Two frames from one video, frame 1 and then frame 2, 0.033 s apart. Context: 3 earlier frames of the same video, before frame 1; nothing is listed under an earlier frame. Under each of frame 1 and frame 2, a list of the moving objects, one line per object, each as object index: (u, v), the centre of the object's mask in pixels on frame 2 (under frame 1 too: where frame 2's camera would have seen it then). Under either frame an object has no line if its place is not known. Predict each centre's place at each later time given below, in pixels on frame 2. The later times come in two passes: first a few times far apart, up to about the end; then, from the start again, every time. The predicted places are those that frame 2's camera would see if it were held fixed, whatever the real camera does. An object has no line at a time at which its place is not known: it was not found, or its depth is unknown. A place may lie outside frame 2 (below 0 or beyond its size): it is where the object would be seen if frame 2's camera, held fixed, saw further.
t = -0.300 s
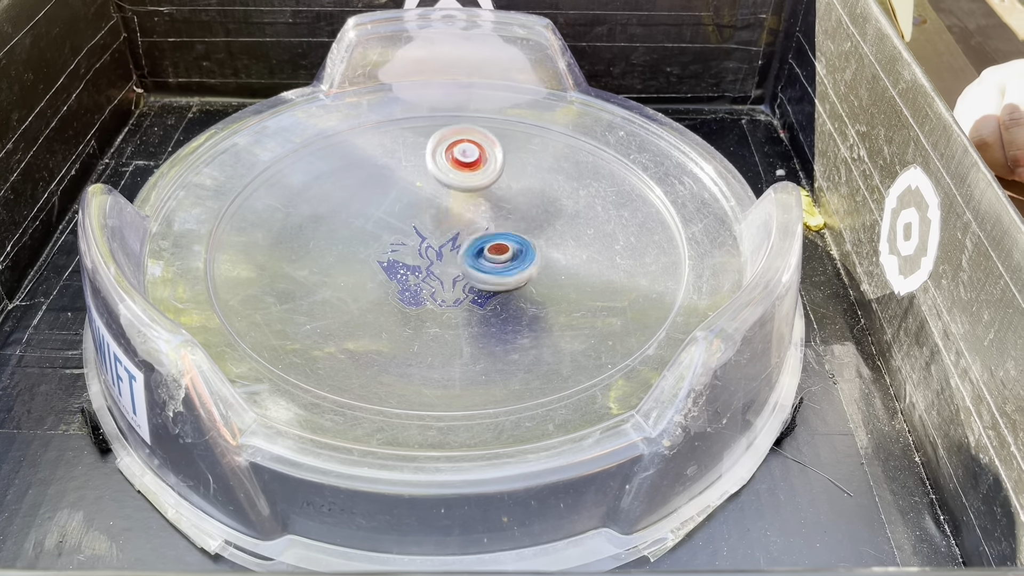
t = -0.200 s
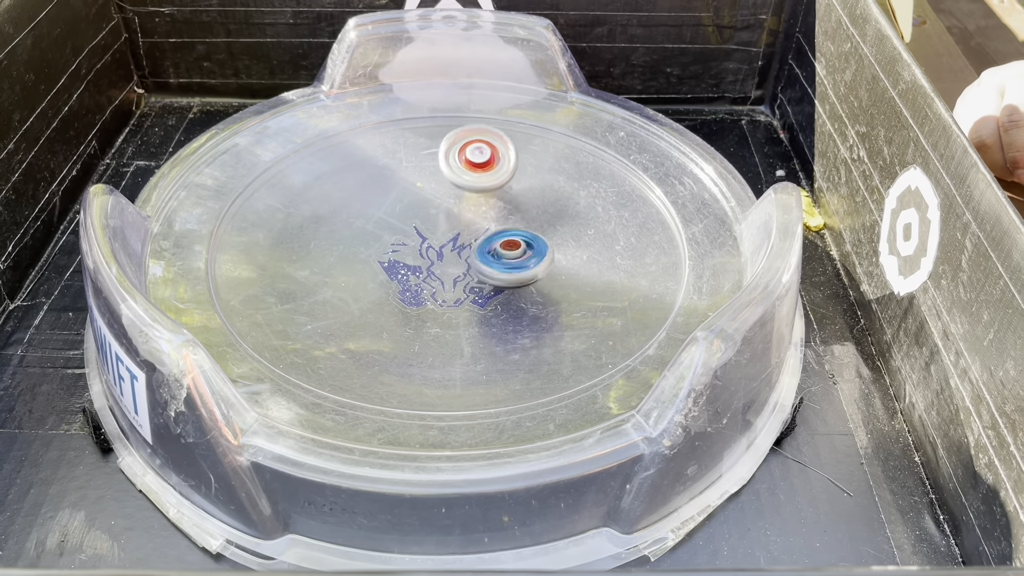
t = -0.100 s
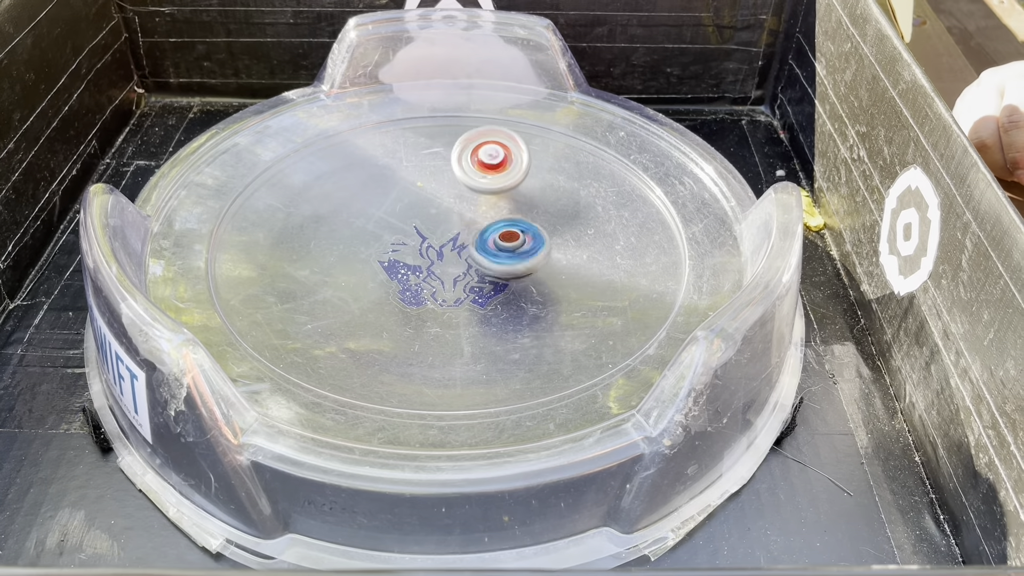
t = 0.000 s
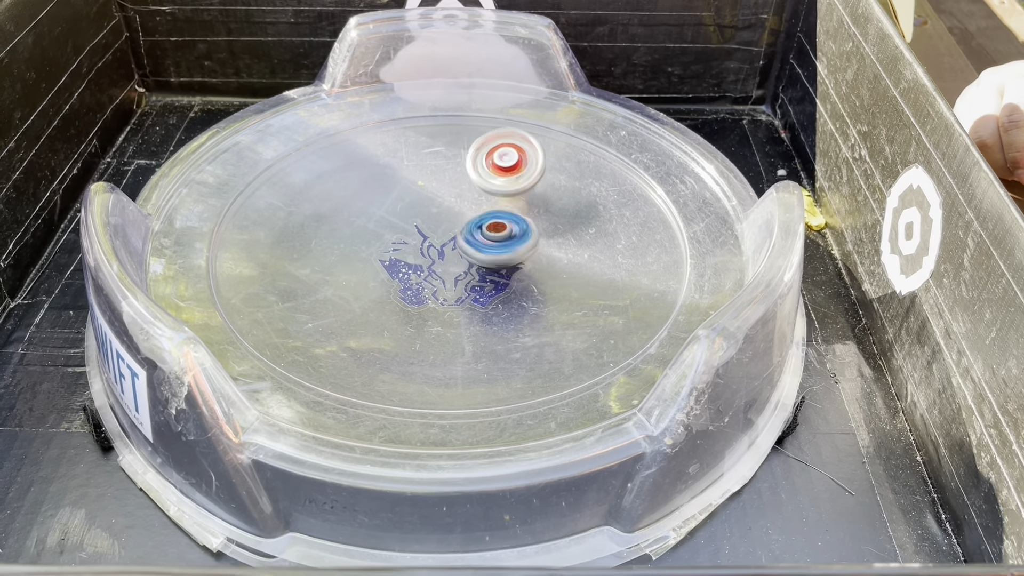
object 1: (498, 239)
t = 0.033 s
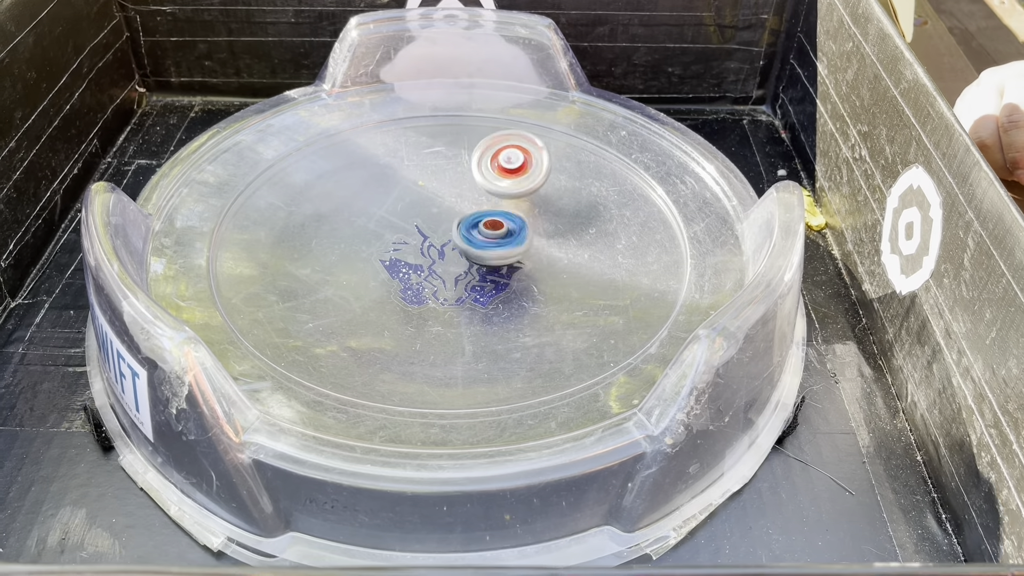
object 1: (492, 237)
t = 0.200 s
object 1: (467, 232)
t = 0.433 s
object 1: (449, 239)
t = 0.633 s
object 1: (477, 240)
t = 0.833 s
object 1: (500, 227)
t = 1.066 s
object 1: (491, 216)
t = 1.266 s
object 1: (485, 232)
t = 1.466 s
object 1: (493, 236)
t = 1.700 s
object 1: (483, 221)
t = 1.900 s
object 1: (470, 229)
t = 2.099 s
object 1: (487, 237)
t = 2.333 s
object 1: (502, 232)
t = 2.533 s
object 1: (492, 227)
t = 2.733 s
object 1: (481, 236)
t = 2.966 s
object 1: (488, 243)
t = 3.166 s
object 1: (489, 238)
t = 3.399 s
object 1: (481, 236)
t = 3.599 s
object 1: (479, 237)
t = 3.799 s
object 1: (480, 235)
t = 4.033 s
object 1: (482, 232)
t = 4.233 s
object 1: (480, 232)
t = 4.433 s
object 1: (483, 233)
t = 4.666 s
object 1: (486, 233)
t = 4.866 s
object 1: (486, 233)
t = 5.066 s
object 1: (485, 233)
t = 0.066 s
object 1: (488, 235)
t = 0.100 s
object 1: (482, 234)
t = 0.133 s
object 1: (476, 233)
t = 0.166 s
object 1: (473, 232)
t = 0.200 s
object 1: (467, 232)
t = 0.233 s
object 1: (461, 231)
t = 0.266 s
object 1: (456, 231)
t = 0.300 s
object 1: (453, 233)
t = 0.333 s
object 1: (449, 234)
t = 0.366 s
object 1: (448, 236)
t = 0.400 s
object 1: (448, 237)
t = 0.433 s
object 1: (449, 239)
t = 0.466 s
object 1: (451, 240)
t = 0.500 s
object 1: (455, 242)
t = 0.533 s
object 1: (461, 243)
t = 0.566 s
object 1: (466, 242)
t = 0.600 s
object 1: (470, 241)
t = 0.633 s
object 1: (477, 240)
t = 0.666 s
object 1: (481, 238)
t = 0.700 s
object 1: (486, 236)
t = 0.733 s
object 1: (490, 234)
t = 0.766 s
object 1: (493, 232)
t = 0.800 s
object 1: (498, 229)
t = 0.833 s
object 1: (500, 227)
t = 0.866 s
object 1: (500, 224)
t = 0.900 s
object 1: (501, 220)
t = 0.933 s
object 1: (501, 218)
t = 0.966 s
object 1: (499, 217)
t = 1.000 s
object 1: (496, 215)
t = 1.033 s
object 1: (494, 215)
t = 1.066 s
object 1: (491, 216)
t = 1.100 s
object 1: (489, 218)
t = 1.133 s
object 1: (486, 220)
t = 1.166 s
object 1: (484, 222)
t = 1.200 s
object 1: (485, 226)
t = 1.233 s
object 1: (484, 229)
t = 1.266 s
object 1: (485, 232)
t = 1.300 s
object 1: (486, 236)
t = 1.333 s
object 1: (487, 238)
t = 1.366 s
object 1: (488, 239)
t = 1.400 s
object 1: (492, 239)
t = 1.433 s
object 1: (492, 238)
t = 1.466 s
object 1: (493, 236)
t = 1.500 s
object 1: (494, 233)
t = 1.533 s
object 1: (493, 231)
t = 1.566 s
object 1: (493, 229)
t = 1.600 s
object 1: (491, 226)
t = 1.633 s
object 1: (489, 224)
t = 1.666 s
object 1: (486, 222)
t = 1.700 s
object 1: (483, 221)
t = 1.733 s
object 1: (480, 221)
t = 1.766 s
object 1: (476, 222)
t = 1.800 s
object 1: (473, 223)
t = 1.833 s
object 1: (471, 226)
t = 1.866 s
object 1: (470, 227)
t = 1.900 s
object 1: (470, 229)
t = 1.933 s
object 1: (472, 231)
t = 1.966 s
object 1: (474, 233)
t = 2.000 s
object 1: (476, 235)
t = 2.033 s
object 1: (479, 236)
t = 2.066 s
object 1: (483, 237)
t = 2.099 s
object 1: (487, 237)
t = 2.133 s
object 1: (490, 237)
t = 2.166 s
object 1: (494, 237)
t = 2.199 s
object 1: (497, 236)
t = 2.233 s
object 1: (499, 235)
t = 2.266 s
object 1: (500, 234)
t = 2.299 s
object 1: (502, 233)
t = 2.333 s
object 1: (502, 232)
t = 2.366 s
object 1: (502, 230)
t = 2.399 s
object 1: (502, 229)
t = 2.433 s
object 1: (500, 228)
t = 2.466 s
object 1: (498, 227)
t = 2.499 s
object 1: (496, 227)
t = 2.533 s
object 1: (492, 227)
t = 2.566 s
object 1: (489, 228)
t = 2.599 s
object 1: (487, 229)
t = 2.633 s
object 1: (484, 231)
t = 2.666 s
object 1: (482, 233)
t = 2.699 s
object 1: (481, 234)
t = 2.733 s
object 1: (481, 236)
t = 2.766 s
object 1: (480, 238)
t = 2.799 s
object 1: (480, 240)
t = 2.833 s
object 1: (482, 242)
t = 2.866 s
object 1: (484, 243)
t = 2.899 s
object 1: (485, 243)
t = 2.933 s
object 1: (487, 243)
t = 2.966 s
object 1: (488, 243)
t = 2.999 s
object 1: (490, 242)
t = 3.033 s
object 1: (491, 241)
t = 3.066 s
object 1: (492, 241)
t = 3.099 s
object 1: (491, 240)
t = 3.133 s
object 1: (491, 239)
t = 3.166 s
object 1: (489, 238)
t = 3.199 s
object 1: (488, 237)
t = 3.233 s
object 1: (486, 237)
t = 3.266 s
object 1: (485, 236)
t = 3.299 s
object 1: (484, 236)
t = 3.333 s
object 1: (483, 236)
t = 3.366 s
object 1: (482, 236)
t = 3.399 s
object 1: (481, 236)
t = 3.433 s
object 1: (479, 236)
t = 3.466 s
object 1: (479, 236)
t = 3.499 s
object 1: (479, 236)
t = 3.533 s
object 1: (479, 236)
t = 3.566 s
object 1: (479, 236)
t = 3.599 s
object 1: (479, 237)
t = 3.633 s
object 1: (478, 236)
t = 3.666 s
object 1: (478, 236)
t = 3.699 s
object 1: (479, 236)
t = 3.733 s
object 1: (480, 236)
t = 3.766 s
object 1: (480, 235)
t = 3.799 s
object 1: (480, 235)
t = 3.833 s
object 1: (480, 235)
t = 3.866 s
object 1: (481, 235)
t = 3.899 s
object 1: (482, 234)
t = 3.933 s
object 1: (481, 233)
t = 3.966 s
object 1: (481, 232)
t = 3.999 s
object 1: (482, 233)
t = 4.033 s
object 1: (482, 232)
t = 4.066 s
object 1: (481, 231)
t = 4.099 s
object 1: (481, 231)
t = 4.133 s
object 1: (482, 232)
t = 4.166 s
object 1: (481, 232)
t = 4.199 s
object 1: (480, 231)
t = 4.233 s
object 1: (480, 232)
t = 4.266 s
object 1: (481, 232)
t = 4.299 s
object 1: (481, 232)
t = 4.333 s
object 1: (481, 233)
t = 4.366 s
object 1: (482, 233)
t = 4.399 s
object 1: (482, 233)
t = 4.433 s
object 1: (483, 233)
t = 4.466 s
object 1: (483, 233)
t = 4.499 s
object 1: (483, 233)
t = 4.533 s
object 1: (484, 233)
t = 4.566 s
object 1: (486, 233)
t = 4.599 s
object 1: (486, 233)
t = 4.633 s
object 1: (486, 233)
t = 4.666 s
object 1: (486, 233)
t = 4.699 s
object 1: (486, 233)
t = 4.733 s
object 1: (487, 233)
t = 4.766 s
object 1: (487, 233)
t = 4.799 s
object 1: (487, 233)
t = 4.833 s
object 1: (487, 232)
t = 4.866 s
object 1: (486, 233)
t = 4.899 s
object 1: (486, 233)
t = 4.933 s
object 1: (486, 233)
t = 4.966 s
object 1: (486, 233)
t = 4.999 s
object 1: (485, 232)
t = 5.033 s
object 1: (486, 233)
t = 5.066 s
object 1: (485, 233)
